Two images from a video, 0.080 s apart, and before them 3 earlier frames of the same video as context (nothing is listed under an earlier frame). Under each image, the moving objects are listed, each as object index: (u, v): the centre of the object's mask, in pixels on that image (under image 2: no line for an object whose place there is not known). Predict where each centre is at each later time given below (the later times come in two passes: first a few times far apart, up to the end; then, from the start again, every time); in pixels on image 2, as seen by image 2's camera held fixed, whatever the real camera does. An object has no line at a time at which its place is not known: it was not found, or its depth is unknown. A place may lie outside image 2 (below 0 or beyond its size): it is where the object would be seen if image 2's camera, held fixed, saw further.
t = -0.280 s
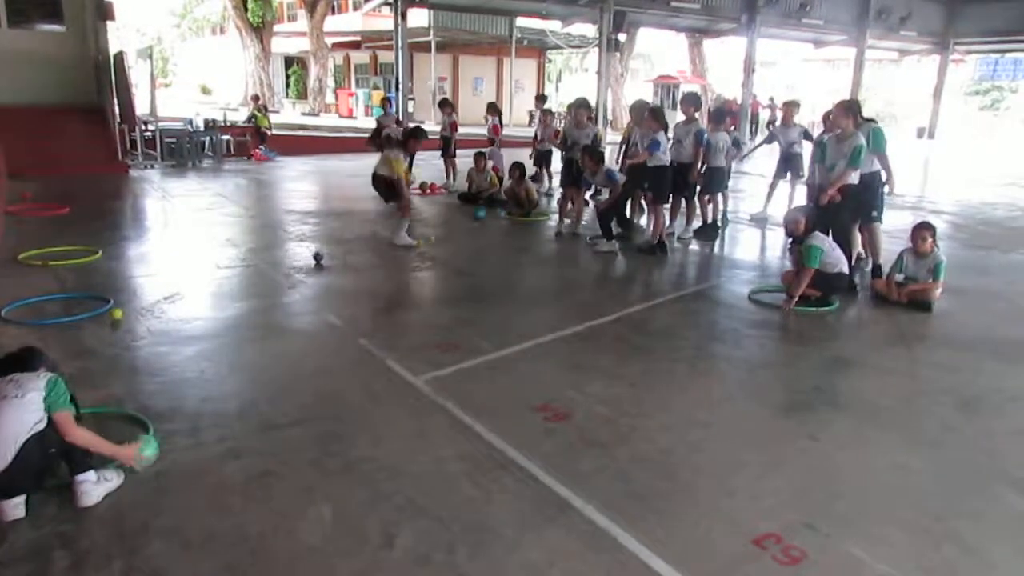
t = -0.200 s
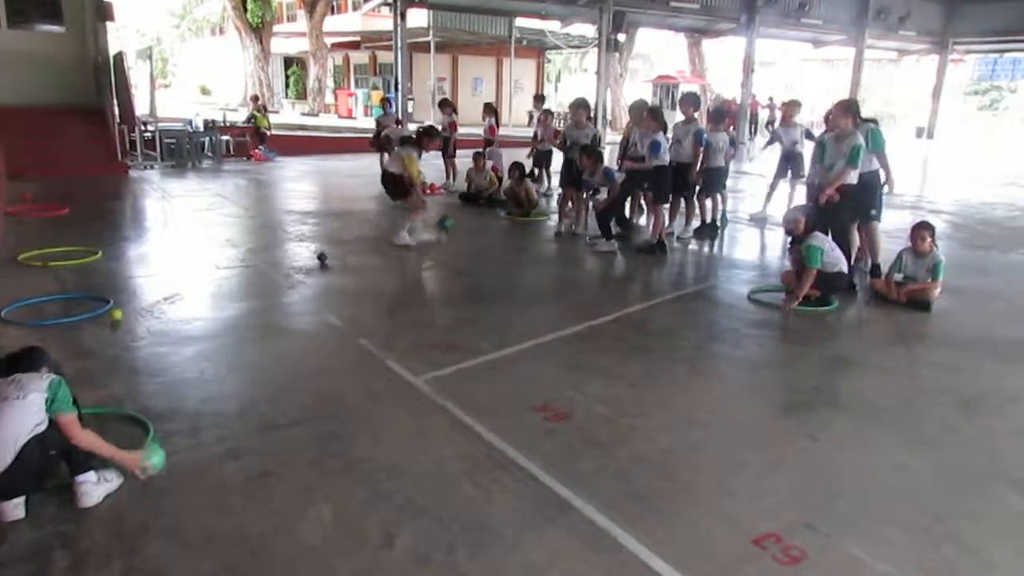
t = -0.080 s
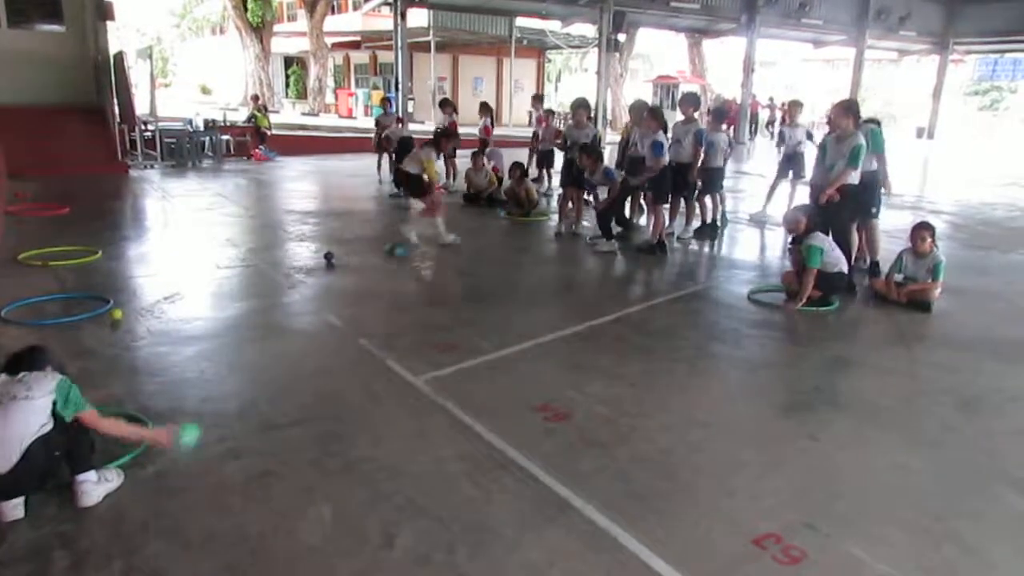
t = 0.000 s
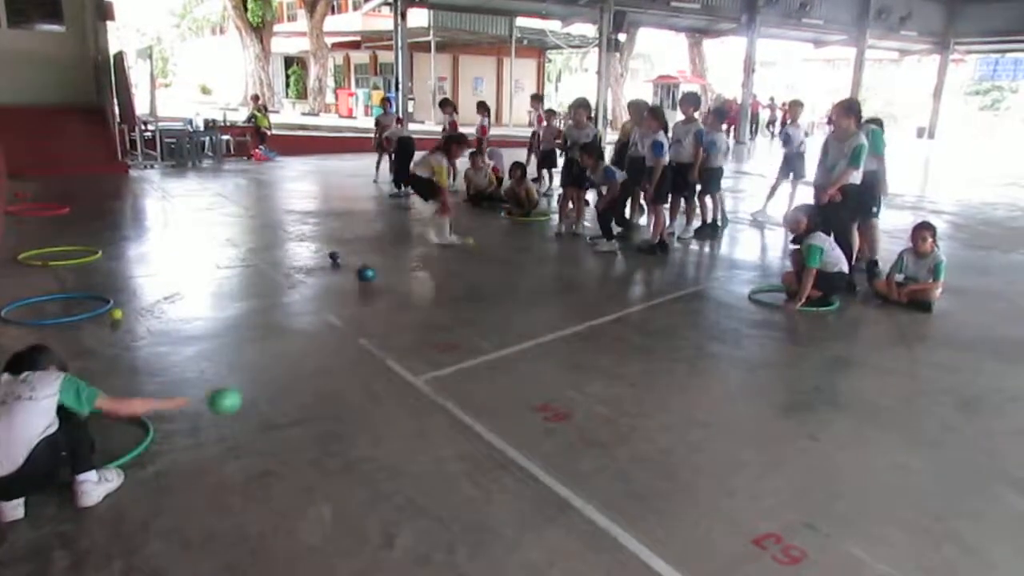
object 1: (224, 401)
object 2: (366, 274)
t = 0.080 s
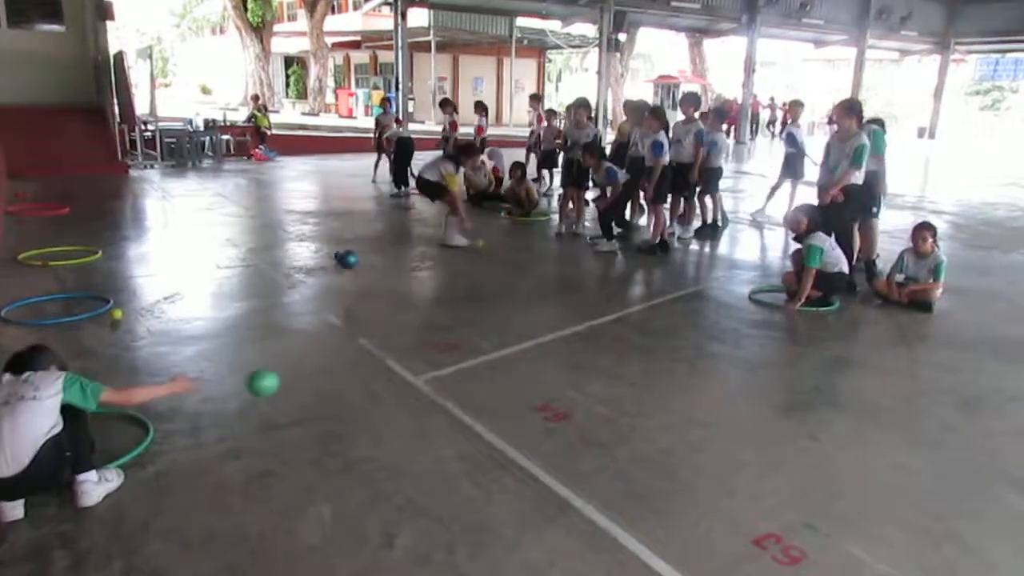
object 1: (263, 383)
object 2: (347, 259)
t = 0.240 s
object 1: (331, 387)
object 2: (315, 257)
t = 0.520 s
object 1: (397, 358)
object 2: (254, 282)
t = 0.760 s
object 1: (442, 341)
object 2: (203, 303)
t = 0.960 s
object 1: (477, 331)
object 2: (154, 318)
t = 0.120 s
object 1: (280, 380)
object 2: (338, 257)
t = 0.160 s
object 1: (299, 379)
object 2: (330, 255)
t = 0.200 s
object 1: (316, 381)
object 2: (323, 256)
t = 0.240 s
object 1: (331, 387)
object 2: (315, 257)
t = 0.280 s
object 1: (343, 376)
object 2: (305, 262)
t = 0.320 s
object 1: (352, 367)
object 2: (296, 268)
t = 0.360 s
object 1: (365, 359)
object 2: (287, 278)
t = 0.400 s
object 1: (372, 355)
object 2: (278, 291)
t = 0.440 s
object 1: (379, 353)
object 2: (270, 295)
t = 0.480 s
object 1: (391, 355)
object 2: (262, 288)
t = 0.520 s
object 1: (397, 358)
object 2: (254, 282)
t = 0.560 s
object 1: (406, 361)
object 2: (245, 279)
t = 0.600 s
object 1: (417, 350)
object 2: (236, 279)
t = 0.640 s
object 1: (421, 345)
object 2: (227, 282)
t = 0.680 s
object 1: (428, 341)
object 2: (218, 287)
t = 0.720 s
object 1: (436, 340)
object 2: (211, 294)
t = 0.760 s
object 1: (442, 341)
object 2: (203, 303)
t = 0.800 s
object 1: (450, 345)
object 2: (194, 316)
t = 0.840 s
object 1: (457, 340)
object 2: (185, 324)
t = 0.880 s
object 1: (464, 334)
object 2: (174, 319)
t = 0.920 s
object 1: (470, 331)
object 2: (163, 317)
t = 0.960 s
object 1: (477, 331)
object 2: (154, 318)
